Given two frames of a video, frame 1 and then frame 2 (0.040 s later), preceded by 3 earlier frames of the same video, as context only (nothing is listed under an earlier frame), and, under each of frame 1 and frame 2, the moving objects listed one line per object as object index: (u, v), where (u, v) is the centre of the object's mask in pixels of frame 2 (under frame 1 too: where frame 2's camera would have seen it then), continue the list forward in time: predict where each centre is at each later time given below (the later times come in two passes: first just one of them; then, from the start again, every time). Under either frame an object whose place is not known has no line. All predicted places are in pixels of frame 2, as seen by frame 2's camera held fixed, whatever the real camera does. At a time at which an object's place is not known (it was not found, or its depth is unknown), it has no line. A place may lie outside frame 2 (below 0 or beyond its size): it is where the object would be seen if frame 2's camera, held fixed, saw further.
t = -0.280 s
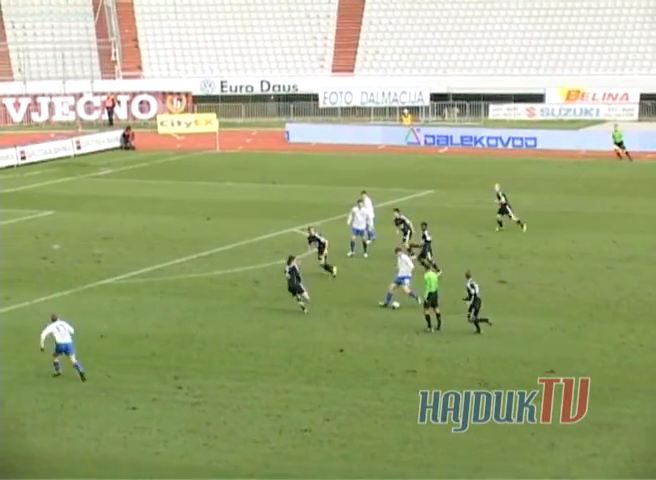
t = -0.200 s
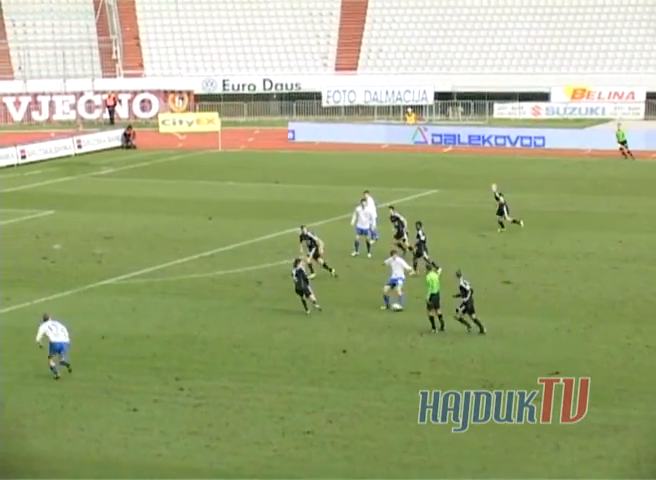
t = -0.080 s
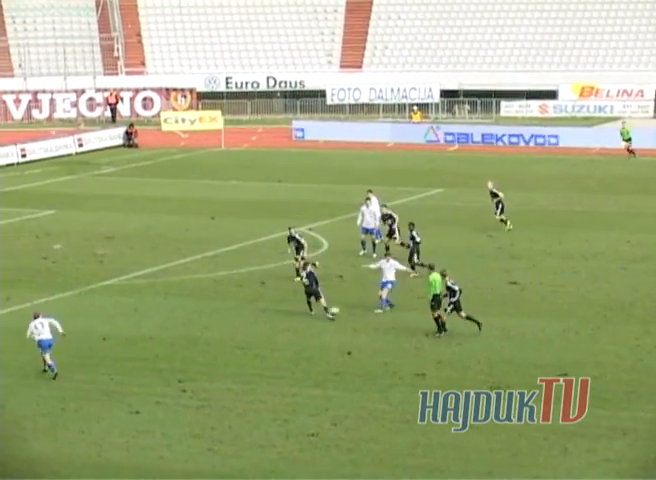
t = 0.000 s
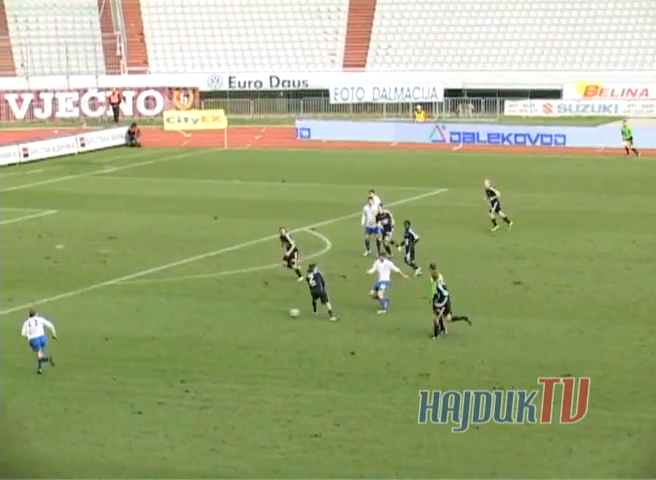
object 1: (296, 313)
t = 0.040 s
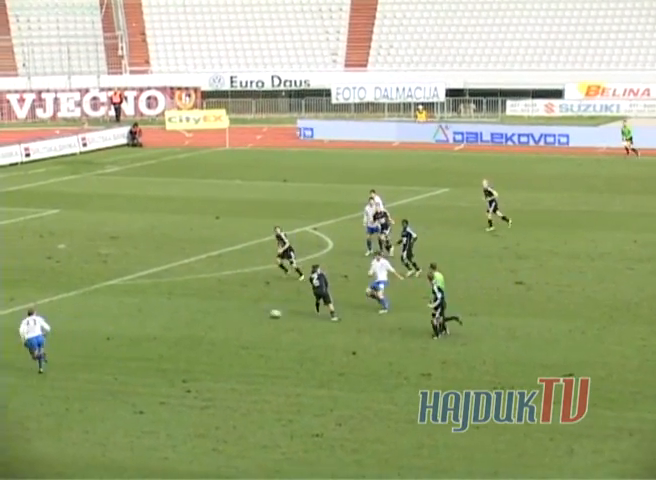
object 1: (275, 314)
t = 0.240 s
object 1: (181, 318)
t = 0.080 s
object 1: (255, 315)
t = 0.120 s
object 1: (236, 316)
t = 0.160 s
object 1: (217, 316)
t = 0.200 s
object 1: (199, 317)
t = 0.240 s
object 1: (181, 318)
